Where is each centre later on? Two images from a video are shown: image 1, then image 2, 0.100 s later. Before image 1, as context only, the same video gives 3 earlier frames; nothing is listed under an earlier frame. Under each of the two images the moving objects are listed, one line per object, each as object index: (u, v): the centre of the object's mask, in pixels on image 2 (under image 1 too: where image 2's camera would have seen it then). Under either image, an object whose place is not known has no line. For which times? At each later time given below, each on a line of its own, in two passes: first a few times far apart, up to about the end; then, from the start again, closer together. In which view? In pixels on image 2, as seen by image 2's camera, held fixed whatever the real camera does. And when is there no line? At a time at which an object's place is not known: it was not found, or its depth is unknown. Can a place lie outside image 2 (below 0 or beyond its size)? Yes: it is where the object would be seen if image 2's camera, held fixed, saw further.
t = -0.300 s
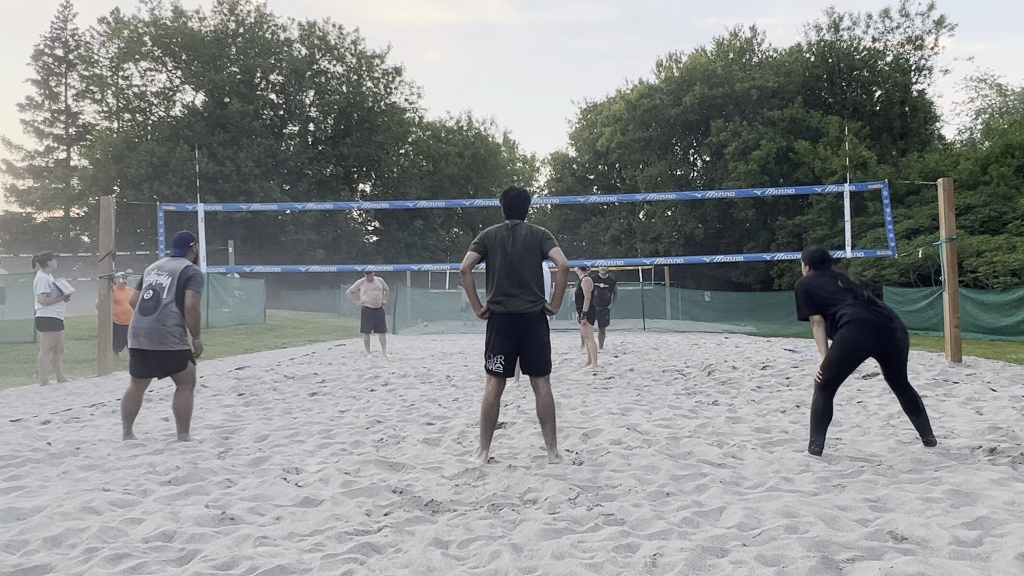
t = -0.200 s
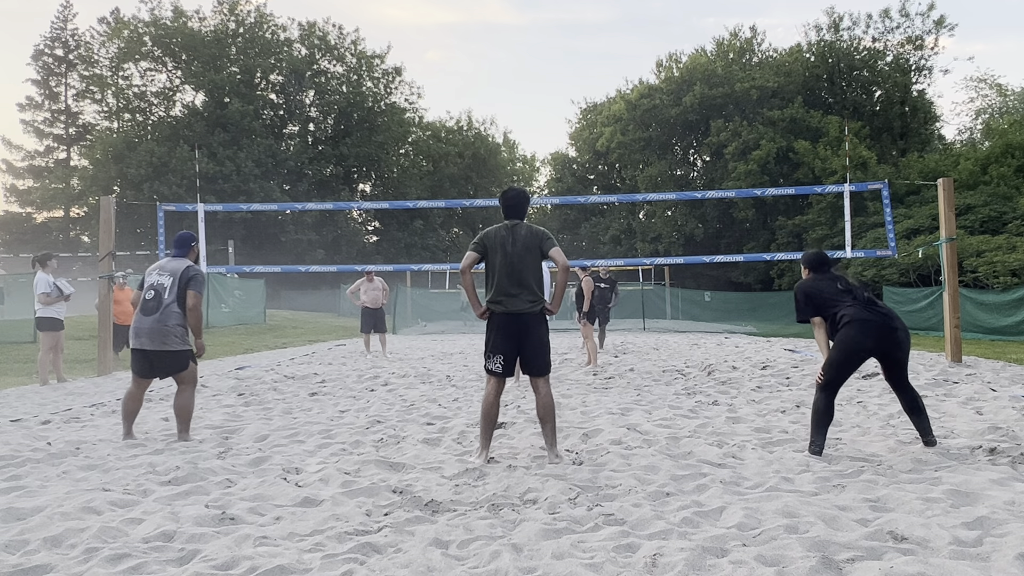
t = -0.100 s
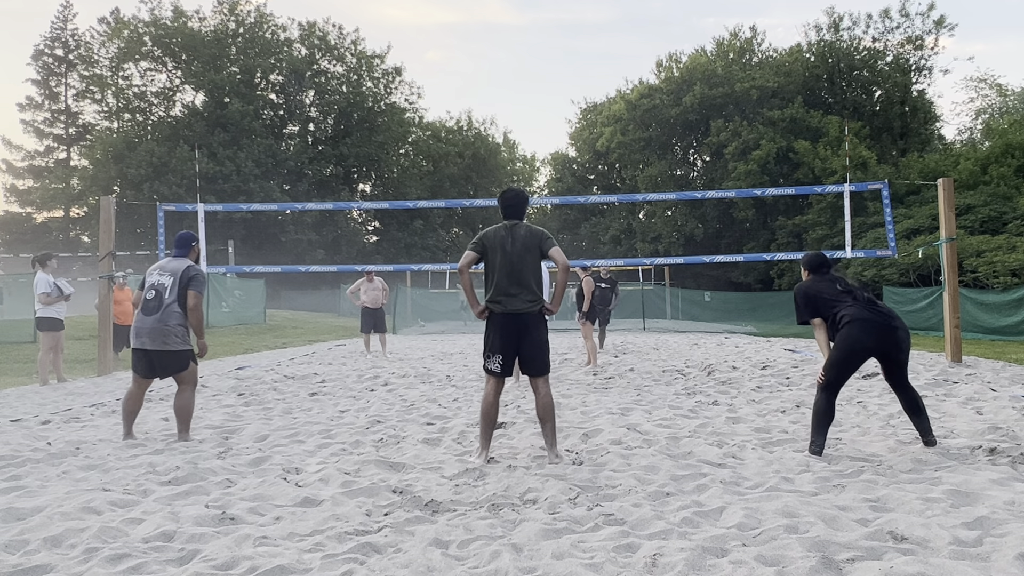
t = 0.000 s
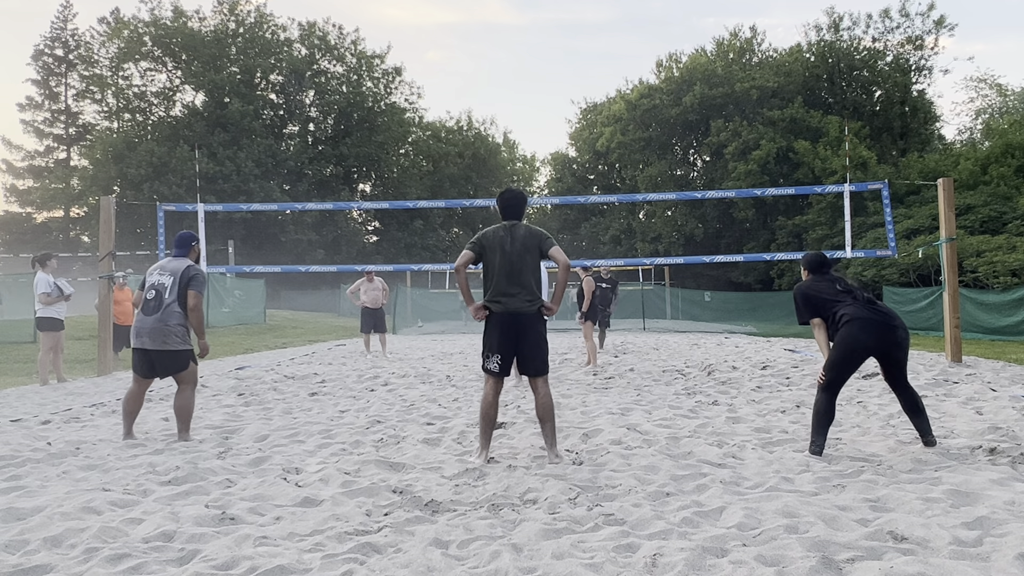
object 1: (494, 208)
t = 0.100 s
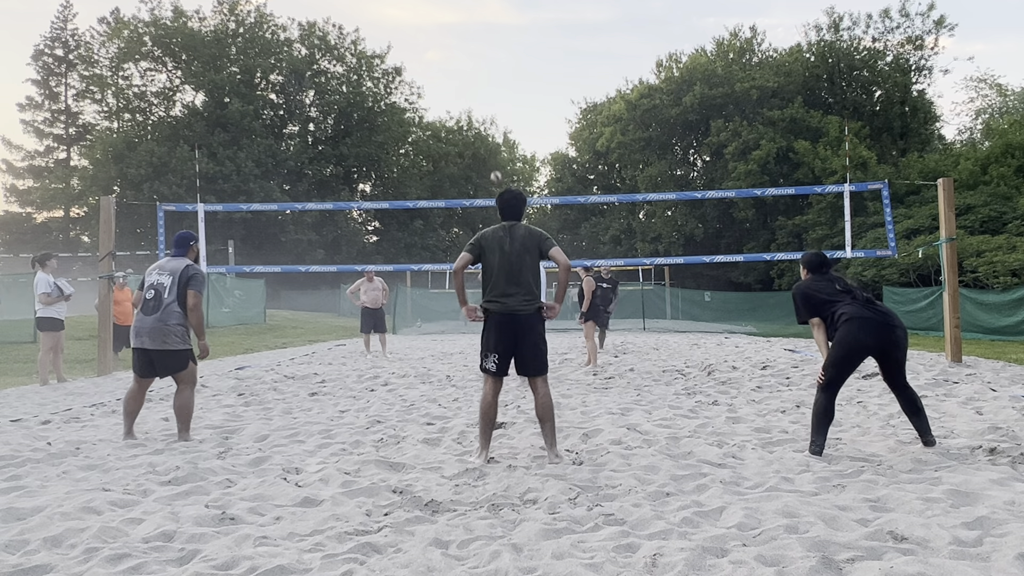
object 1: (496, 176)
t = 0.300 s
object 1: (495, 129)
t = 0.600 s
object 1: (494, 88)
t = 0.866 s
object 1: (493, 99)
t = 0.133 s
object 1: (496, 167)
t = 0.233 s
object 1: (496, 144)
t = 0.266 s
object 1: (495, 137)
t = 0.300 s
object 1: (495, 129)
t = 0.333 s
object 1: (495, 122)
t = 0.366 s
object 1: (495, 117)
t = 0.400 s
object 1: (495, 111)
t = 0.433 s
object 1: (495, 105)
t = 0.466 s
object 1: (495, 101)
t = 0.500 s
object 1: (495, 97)
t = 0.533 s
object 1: (495, 93)
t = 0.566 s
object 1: (494, 90)
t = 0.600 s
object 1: (494, 88)
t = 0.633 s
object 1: (494, 86)
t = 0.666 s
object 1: (494, 85)
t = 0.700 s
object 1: (493, 85)
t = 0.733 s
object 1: (493, 86)
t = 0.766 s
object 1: (493, 88)
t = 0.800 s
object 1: (493, 90)
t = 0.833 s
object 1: (493, 94)
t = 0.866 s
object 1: (493, 99)
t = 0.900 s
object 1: (493, 106)
